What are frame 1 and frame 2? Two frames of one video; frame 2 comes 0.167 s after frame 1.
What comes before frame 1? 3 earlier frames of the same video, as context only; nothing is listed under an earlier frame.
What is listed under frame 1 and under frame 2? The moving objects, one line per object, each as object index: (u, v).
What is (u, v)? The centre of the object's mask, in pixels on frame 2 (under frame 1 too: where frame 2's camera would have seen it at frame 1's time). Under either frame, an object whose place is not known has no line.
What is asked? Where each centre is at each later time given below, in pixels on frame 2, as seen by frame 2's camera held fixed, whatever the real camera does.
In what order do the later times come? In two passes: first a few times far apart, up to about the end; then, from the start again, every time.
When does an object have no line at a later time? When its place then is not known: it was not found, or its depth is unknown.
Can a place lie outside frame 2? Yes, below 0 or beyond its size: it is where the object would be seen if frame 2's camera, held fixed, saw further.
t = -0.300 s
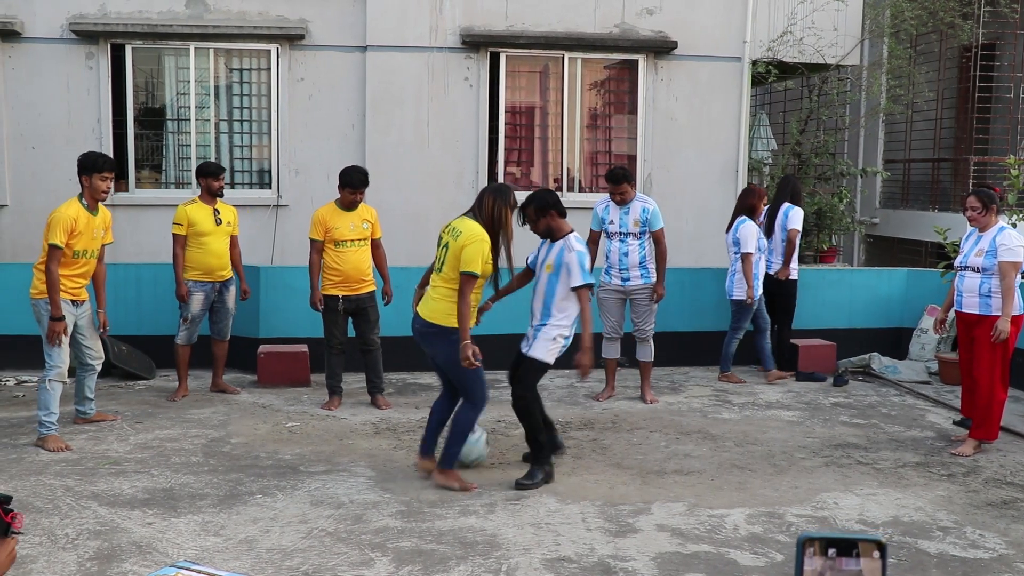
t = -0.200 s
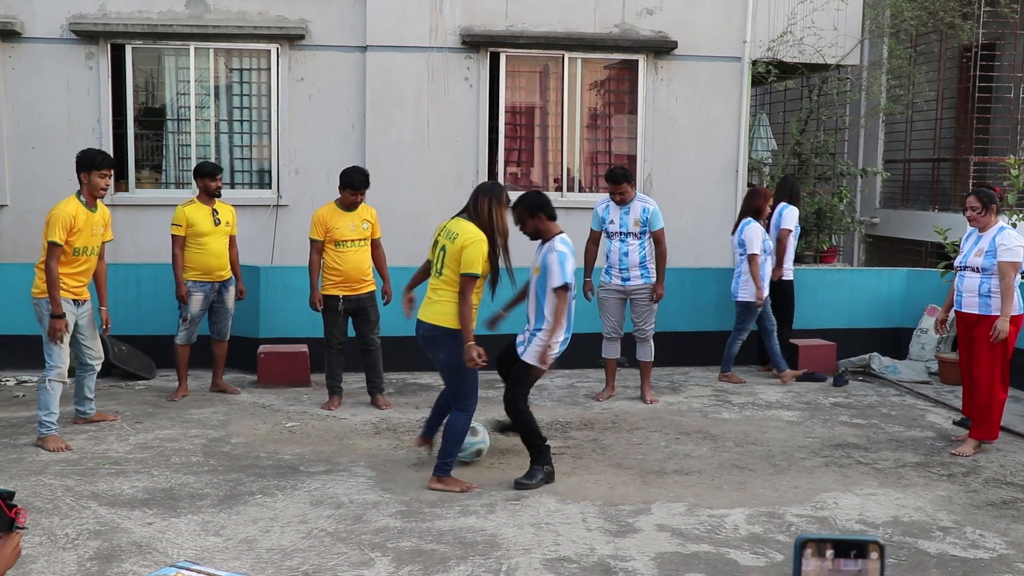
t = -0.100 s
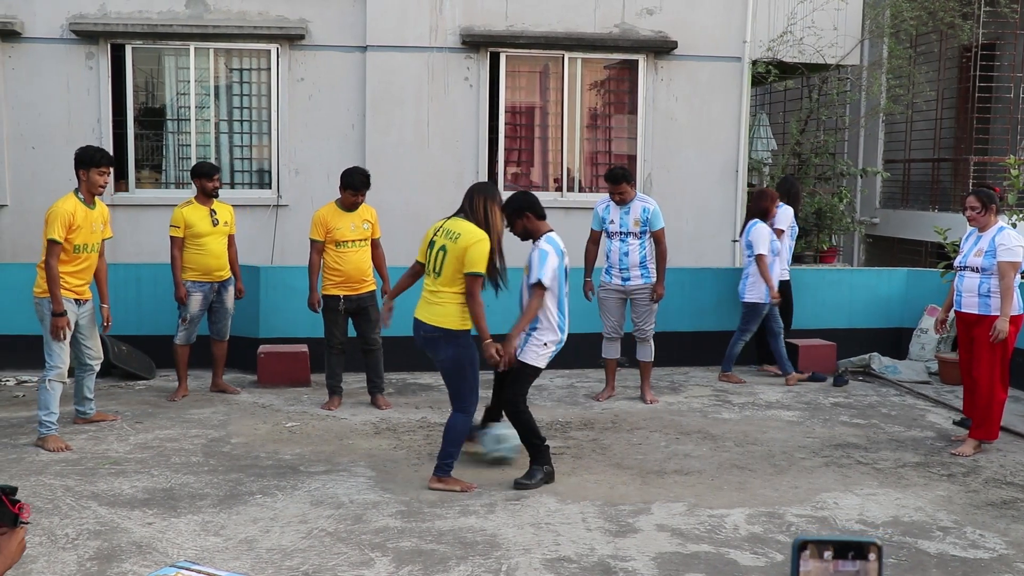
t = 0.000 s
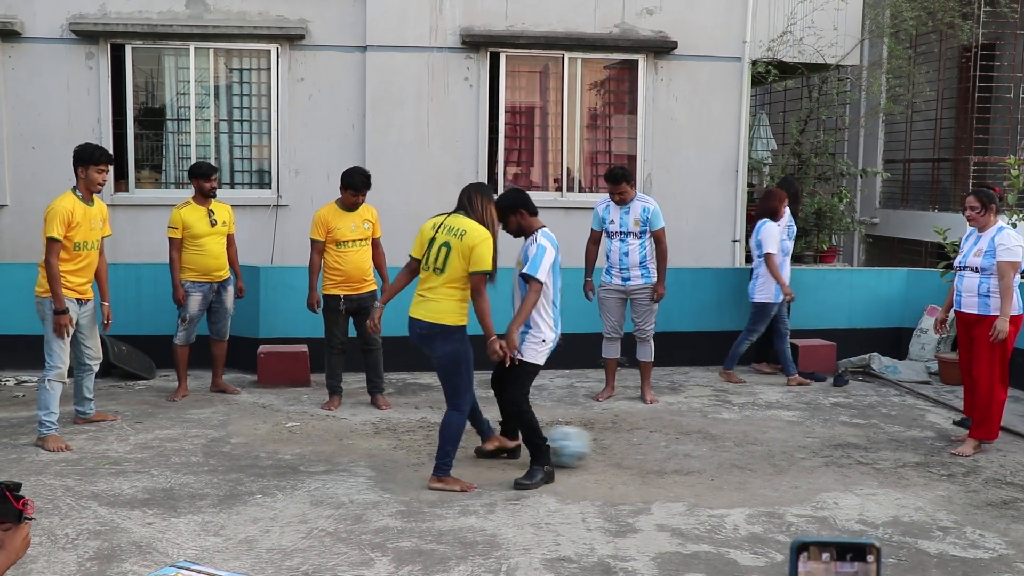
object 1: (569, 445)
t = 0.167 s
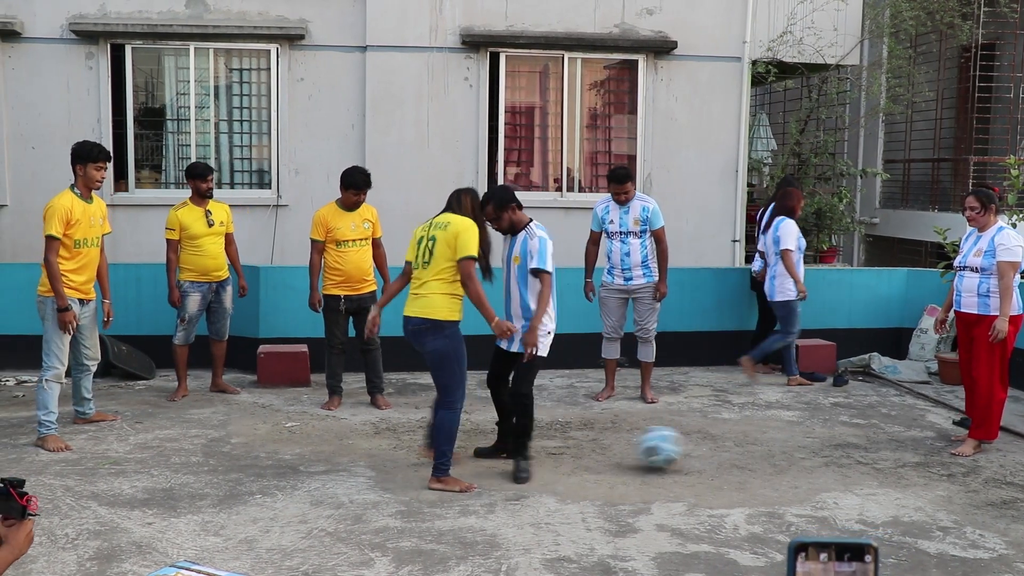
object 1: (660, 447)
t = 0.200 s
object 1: (676, 450)
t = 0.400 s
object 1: (765, 452)
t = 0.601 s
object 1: (855, 454)
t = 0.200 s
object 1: (676, 450)
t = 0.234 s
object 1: (692, 451)
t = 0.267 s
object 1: (708, 450)
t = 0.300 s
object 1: (722, 450)
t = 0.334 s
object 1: (736, 451)
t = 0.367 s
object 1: (751, 452)
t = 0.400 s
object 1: (765, 452)
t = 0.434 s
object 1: (780, 452)
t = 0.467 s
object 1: (796, 453)
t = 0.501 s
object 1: (810, 453)
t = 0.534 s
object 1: (825, 453)
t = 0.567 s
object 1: (840, 453)
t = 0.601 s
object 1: (855, 454)
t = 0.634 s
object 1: (868, 454)
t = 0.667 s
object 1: (883, 454)
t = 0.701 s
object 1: (897, 455)
